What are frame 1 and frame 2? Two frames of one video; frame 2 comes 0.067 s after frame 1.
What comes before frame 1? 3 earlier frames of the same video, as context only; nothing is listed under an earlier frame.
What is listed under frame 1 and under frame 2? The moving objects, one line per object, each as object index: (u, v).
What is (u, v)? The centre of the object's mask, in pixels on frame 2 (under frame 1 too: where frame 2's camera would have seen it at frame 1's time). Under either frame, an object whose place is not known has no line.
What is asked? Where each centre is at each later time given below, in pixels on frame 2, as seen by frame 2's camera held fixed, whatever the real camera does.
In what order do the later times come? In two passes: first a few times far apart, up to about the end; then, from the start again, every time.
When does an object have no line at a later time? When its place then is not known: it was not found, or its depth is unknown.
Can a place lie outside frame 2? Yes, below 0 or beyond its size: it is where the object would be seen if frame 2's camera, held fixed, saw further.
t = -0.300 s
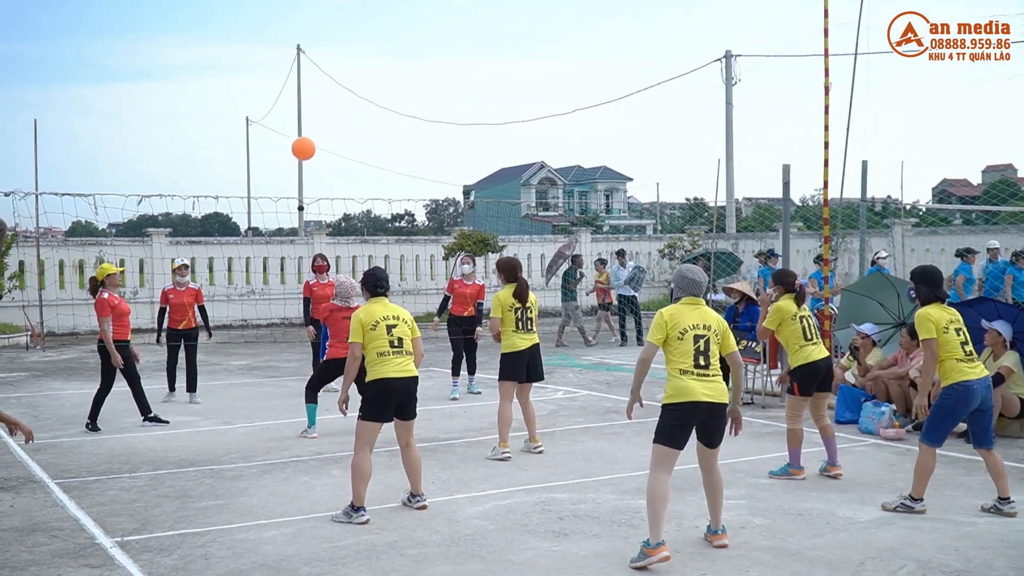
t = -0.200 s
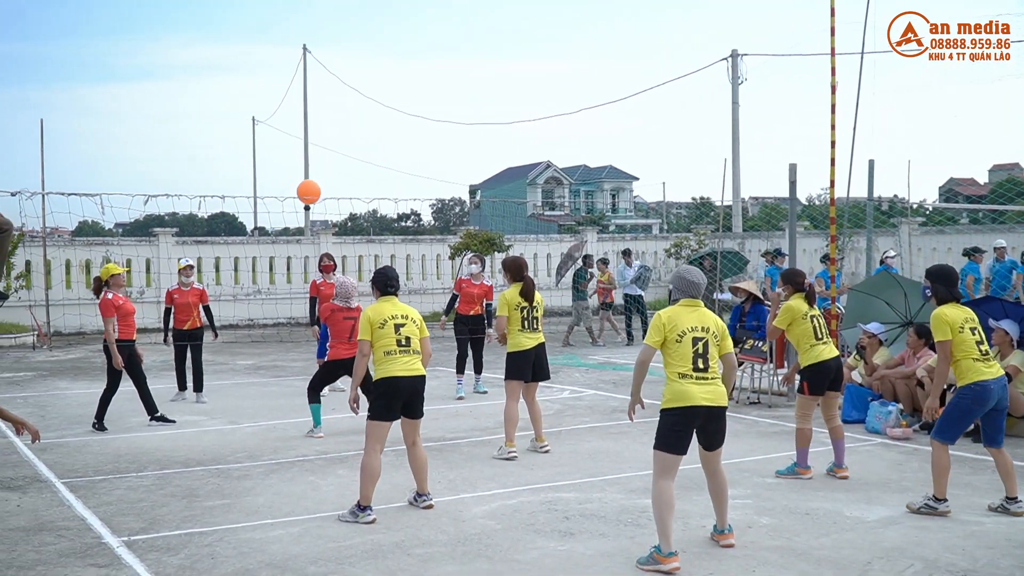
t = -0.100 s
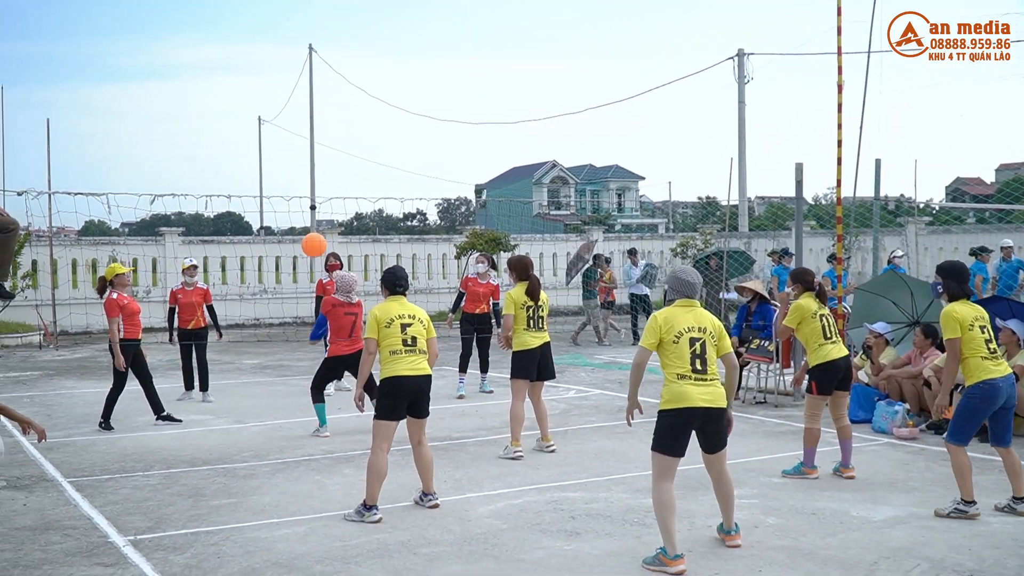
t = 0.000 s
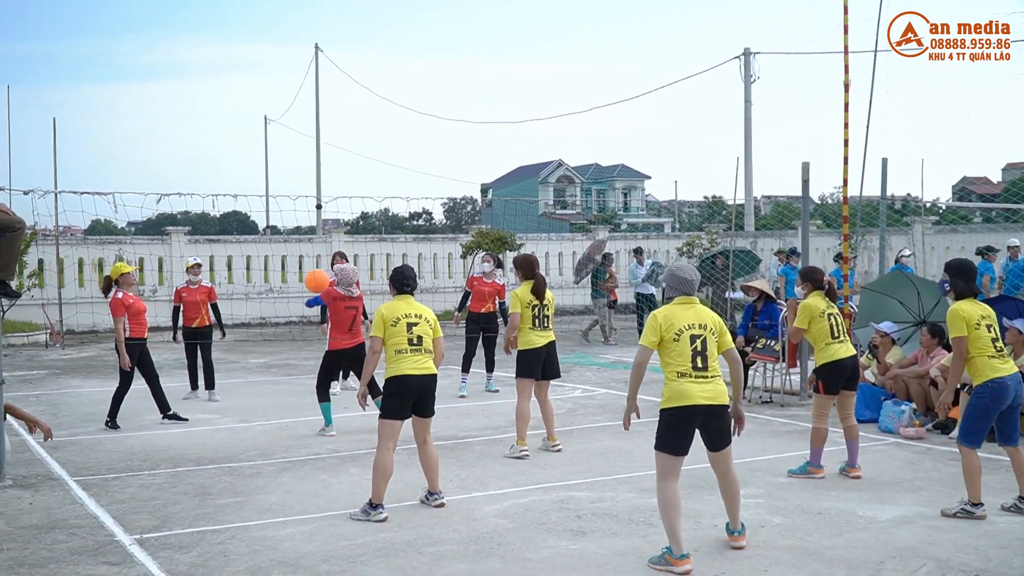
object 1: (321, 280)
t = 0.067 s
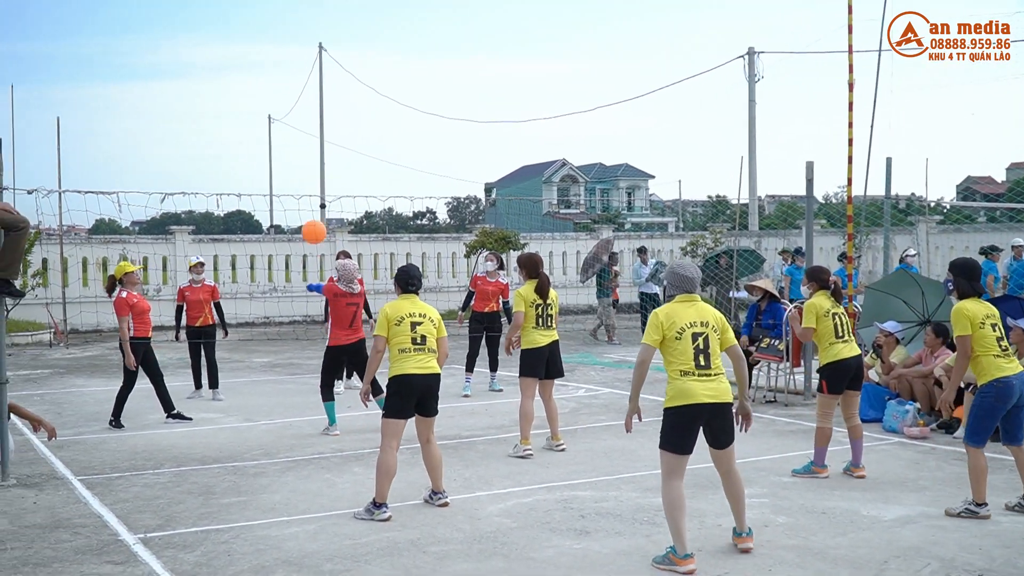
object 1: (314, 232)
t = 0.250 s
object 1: (297, 126)
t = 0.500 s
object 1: (278, 45)
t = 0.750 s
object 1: (263, 31)
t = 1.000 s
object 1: (252, 77)
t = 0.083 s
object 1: (312, 221)
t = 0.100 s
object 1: (311, 210)
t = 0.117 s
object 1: (309, 199)
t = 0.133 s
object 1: (307, 189)
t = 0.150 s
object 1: (306, 179)
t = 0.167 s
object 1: (304, 169)
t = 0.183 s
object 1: (303, 160)
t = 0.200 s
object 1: (301, 151)
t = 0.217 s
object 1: (300, 142)
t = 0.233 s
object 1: (298, 134)
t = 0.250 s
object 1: (297, 126)
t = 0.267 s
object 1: (295, 118)
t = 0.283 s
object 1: (294, 111)
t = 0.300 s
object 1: (292, 104)
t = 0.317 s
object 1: (291, 97)
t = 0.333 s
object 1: (289, 91)
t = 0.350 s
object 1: (288, 85)
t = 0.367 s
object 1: (287, 79)
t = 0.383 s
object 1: (286, 74)
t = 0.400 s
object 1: (284, 69)
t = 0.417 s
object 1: (283, 64)
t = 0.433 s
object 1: (282, 60)
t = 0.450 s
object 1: (281, 56)
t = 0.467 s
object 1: (280, 52)
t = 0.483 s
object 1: (279, 48)
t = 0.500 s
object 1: (278, 45)
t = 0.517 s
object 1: (276, 42)
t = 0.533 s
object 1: (275, 39)
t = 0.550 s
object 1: (274, 37)
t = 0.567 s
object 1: (273, 35)
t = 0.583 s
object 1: (272, 33)
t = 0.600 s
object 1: (271, 32)
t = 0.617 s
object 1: (270, 31)
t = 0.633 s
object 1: (269, 30)
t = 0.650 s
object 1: (269, 29)
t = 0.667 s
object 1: (268, 29)
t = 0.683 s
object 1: (267, 29)
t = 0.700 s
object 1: (266, 29)
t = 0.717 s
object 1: (265, 29)
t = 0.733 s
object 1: (264, 30)
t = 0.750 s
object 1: (263, 31)
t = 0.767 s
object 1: (263, 32)
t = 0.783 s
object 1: (262, 34)
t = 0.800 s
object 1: (261, 36)
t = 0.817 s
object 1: (260, 38)
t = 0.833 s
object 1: (259, 40)
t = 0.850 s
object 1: (258, 42)
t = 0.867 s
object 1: (258, 45)
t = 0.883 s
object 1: (257, 48)
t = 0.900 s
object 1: (256, 52)
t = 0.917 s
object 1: (256, 55)
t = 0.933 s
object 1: (255, 59)
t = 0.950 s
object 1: (254, 63)
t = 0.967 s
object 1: (254, 67)
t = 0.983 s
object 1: (253, 72)
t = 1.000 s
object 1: (252, 77)
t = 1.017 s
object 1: (251, 82)
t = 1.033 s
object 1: (251, 87)
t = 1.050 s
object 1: (250, 92)
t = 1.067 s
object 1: (249, 98)
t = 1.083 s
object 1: (249, 104)
